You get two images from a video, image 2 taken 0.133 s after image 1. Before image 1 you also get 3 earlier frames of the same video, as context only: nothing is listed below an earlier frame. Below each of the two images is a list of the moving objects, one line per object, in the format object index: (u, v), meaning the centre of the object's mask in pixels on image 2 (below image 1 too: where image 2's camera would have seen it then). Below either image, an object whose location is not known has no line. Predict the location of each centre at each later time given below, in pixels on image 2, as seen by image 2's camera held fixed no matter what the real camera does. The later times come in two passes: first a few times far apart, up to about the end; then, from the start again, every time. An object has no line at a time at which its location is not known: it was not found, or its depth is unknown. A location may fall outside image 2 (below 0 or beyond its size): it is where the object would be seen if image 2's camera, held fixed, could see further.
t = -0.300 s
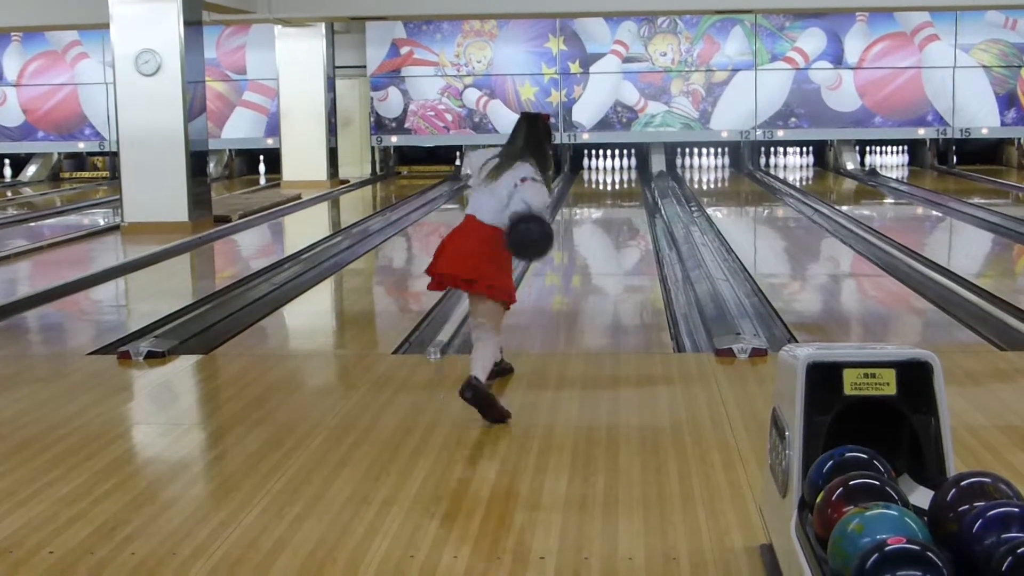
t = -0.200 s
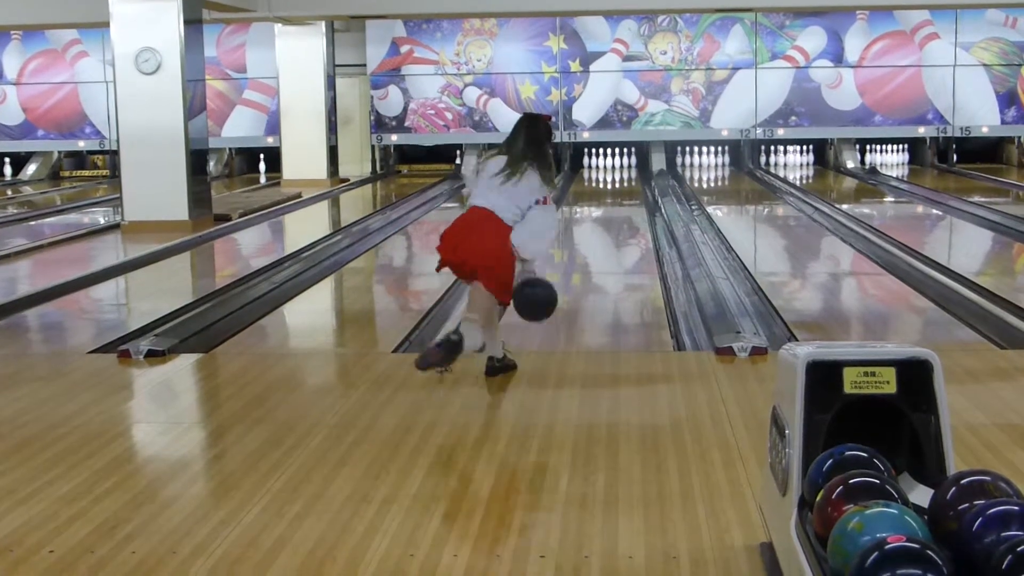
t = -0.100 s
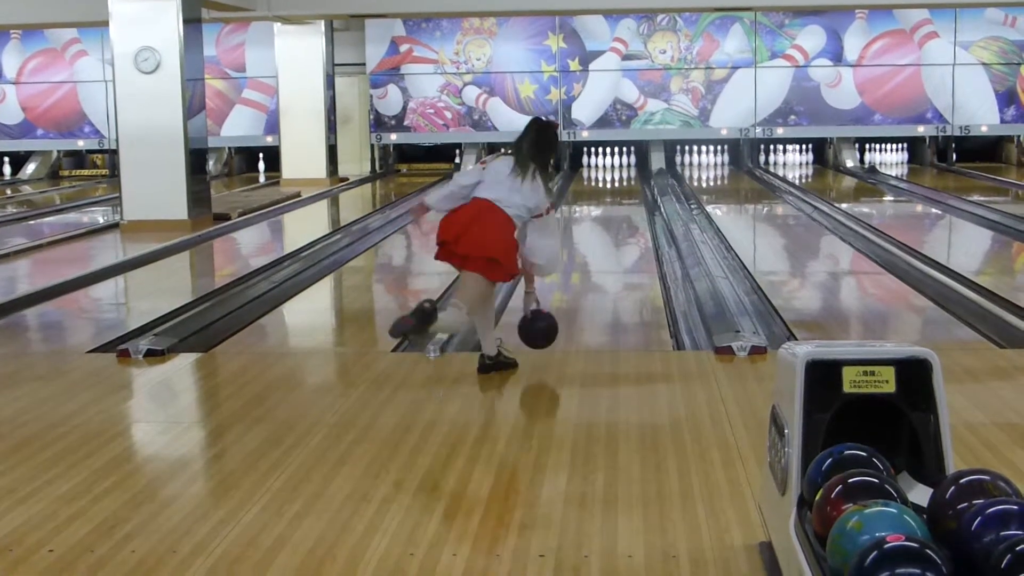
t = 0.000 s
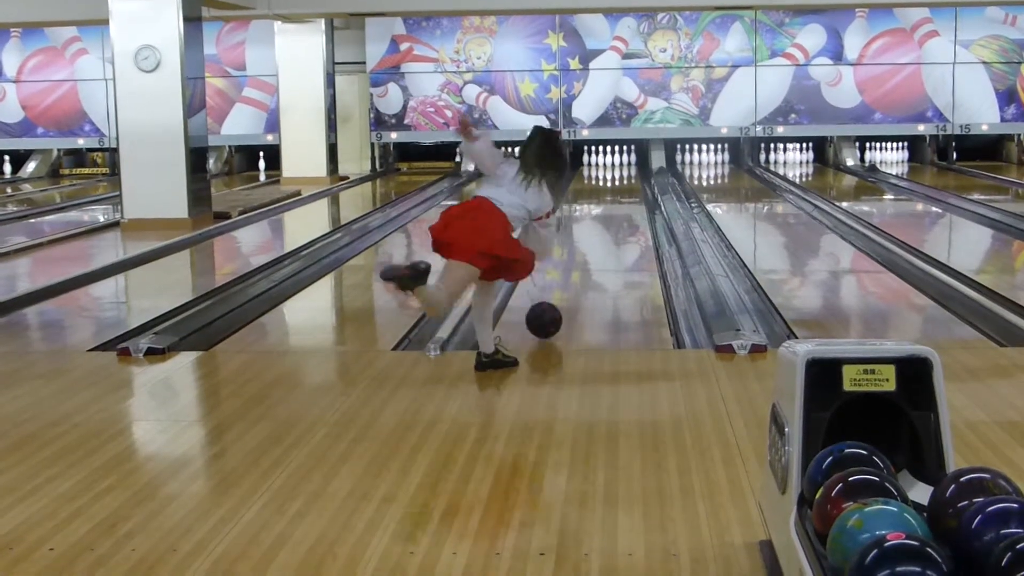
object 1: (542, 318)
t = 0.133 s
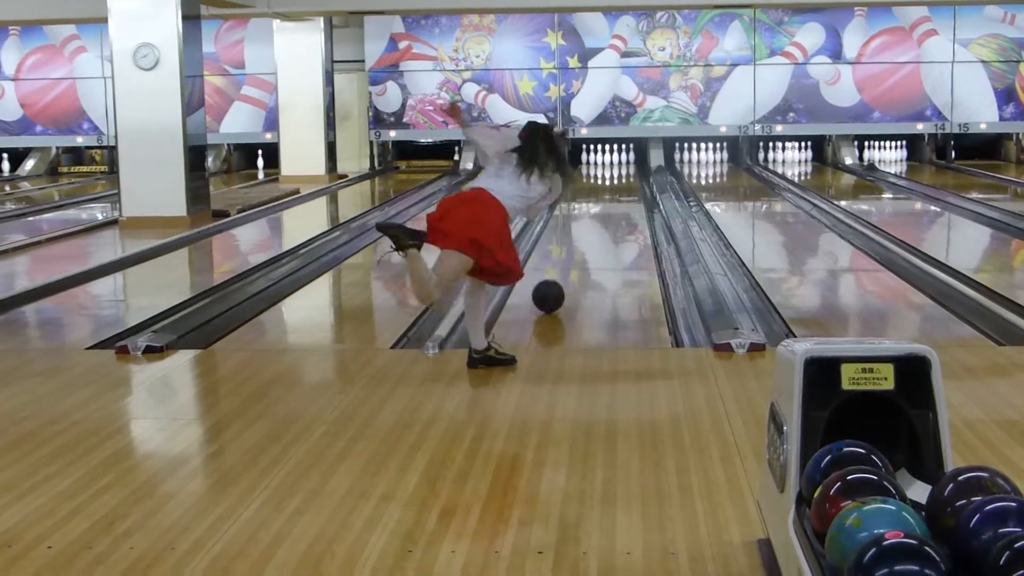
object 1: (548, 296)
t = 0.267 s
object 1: (553, 276)
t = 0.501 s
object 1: (560, 249)
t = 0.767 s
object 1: (566, 227)
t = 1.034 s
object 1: (571, 210)
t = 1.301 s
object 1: (575, 198)
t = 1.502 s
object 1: (579, 190)
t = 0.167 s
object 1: (549, 291)
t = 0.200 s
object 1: (550, 285)
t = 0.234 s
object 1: (552, 281)
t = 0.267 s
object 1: (553, 276)
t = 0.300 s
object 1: (554, 271)
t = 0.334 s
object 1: (555, 267)
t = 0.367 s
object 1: (556, 263)
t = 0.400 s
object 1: (557, 259)
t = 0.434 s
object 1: (558, 256)
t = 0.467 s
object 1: (559, 252)
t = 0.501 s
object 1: (560, 249)
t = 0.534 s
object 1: (560, 246)
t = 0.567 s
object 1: (561, 243)
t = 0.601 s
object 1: (562, 240)
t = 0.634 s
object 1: (563, 237)
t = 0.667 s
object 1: (564, 234)
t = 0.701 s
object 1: (564, 232)
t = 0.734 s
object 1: (565, 229)
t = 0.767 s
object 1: (566, 227)
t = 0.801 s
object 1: (567, 225)
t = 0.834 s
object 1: (567, 222)
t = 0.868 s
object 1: (568, 220)
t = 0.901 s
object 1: (569, 218)
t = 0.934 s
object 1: (569, 216)
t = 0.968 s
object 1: (570, 214)
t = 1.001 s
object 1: (570, 212)
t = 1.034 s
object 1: (571, 210)
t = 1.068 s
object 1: (572, 209)
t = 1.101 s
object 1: (572, 207)
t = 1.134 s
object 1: (573, 205)
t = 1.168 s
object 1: (573, 204)
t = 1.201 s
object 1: (574, 201)
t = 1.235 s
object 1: (574, 200)
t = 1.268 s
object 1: (574, 199)
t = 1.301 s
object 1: (575, 198)
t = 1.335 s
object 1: (576, 195)
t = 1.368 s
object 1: (577, 195)
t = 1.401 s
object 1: (577, 194)
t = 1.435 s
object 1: (577, 192)
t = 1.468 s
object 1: (578, 190)
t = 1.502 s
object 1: (579, 190)
